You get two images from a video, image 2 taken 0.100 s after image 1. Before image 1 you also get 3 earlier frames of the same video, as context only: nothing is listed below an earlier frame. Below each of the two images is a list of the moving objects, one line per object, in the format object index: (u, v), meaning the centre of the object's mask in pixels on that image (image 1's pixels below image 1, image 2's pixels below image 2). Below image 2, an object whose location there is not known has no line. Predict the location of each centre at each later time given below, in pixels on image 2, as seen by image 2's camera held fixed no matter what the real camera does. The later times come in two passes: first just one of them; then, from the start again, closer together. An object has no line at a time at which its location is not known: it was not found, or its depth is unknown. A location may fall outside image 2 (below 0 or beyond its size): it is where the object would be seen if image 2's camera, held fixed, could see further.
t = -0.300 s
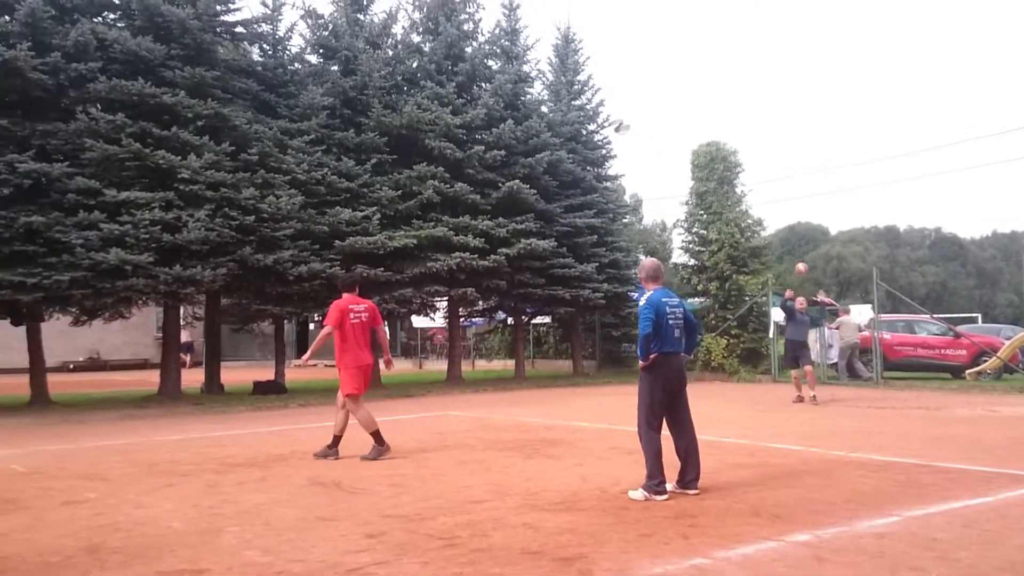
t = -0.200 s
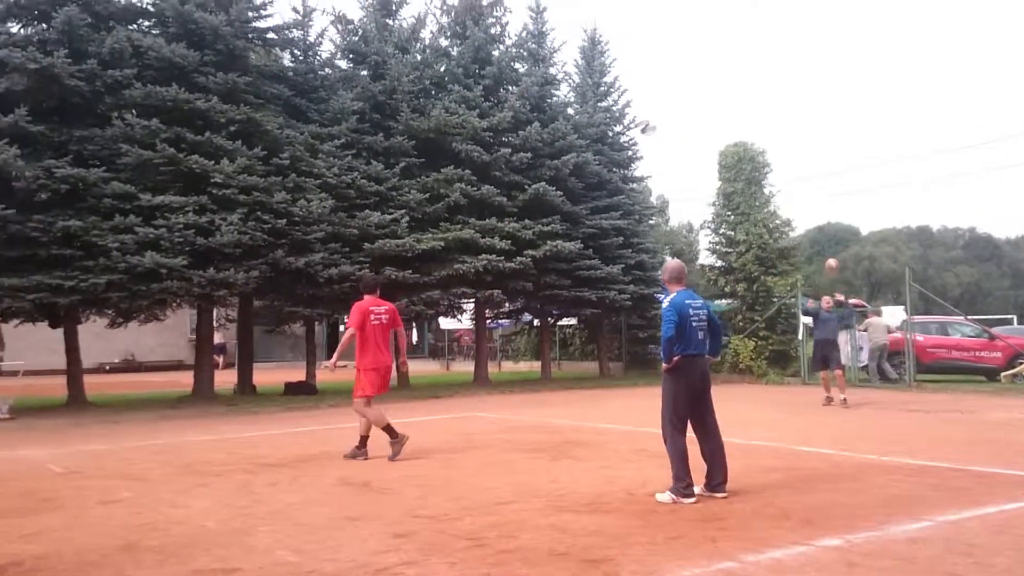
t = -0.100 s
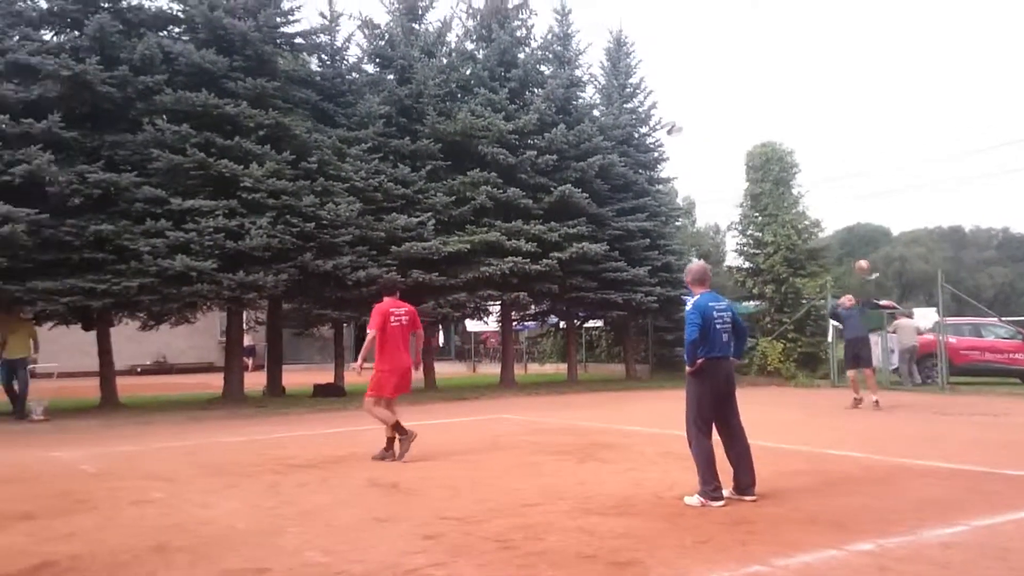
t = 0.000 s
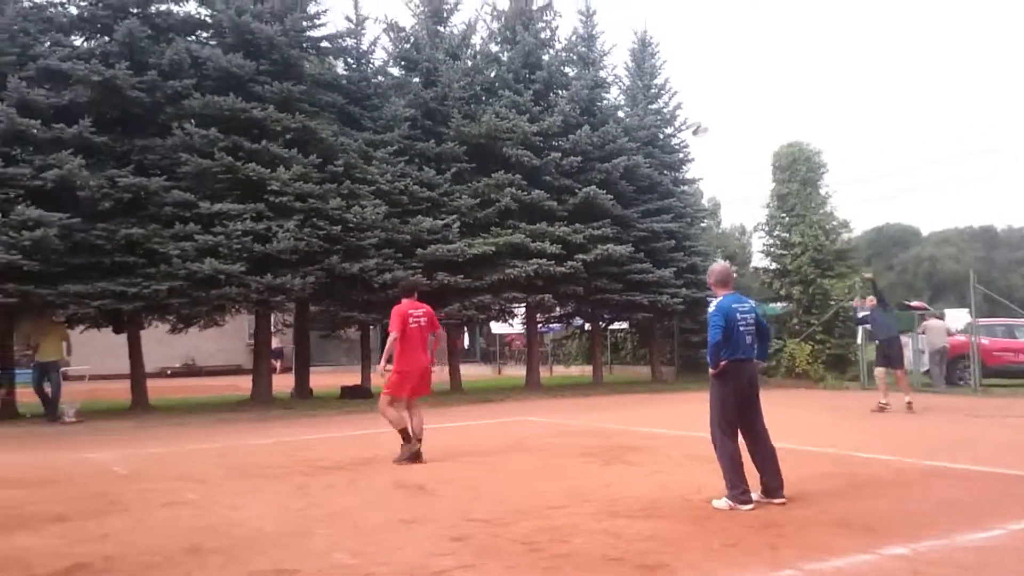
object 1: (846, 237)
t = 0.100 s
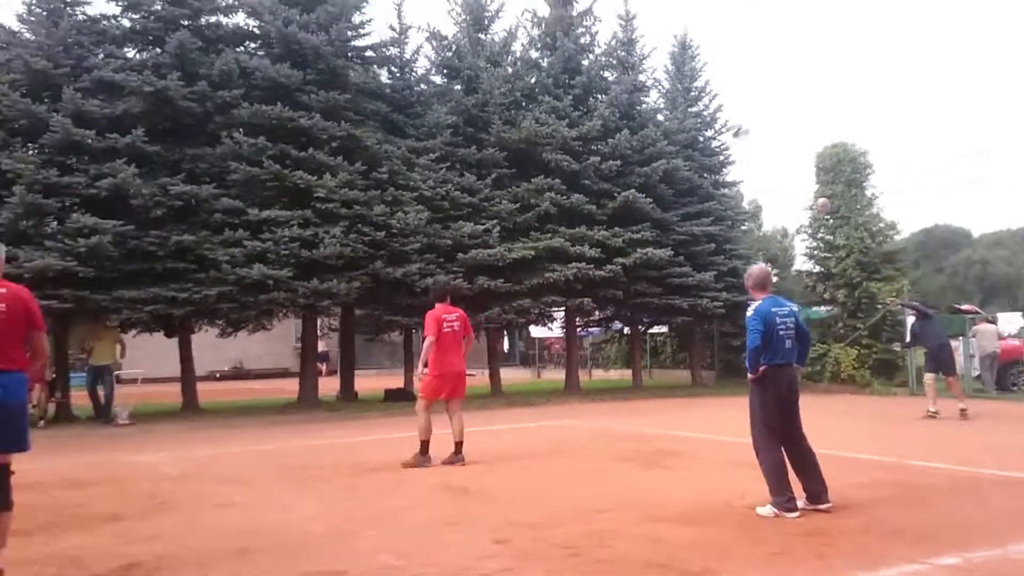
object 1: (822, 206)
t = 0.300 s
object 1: (669, 144)
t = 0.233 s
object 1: (723, 160)
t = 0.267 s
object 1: (696, 151)
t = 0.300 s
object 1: (669, 144)
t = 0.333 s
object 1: (640, 136)
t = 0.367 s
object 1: (611, 127)
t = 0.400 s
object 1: (580, 119)
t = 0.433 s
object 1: (548, 113)
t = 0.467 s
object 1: (515, 108)
